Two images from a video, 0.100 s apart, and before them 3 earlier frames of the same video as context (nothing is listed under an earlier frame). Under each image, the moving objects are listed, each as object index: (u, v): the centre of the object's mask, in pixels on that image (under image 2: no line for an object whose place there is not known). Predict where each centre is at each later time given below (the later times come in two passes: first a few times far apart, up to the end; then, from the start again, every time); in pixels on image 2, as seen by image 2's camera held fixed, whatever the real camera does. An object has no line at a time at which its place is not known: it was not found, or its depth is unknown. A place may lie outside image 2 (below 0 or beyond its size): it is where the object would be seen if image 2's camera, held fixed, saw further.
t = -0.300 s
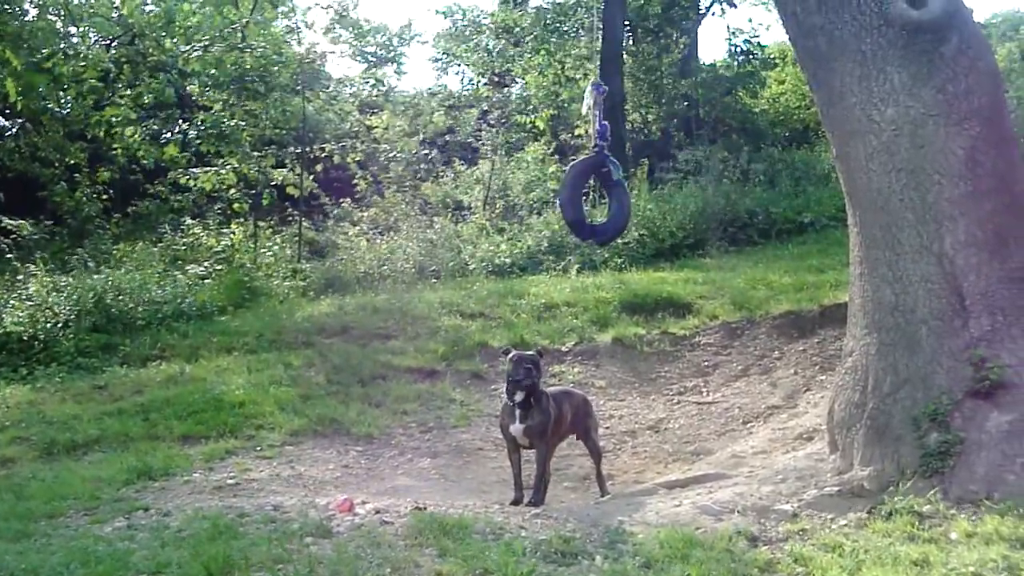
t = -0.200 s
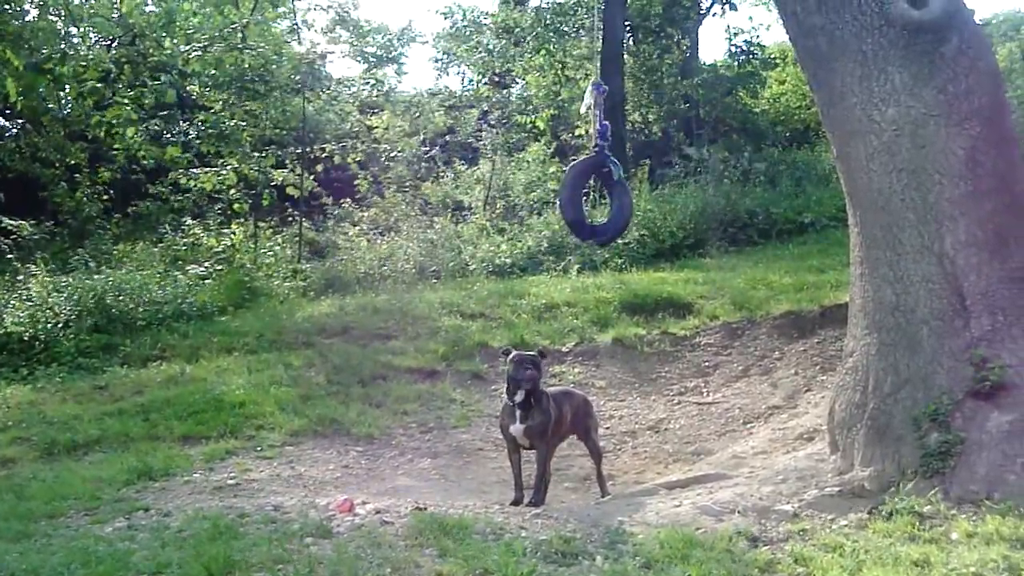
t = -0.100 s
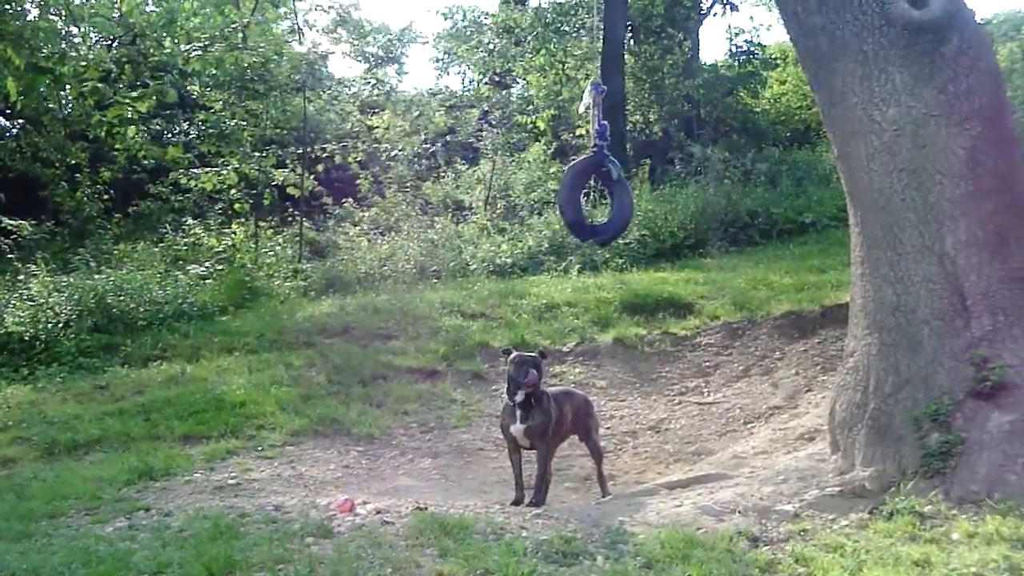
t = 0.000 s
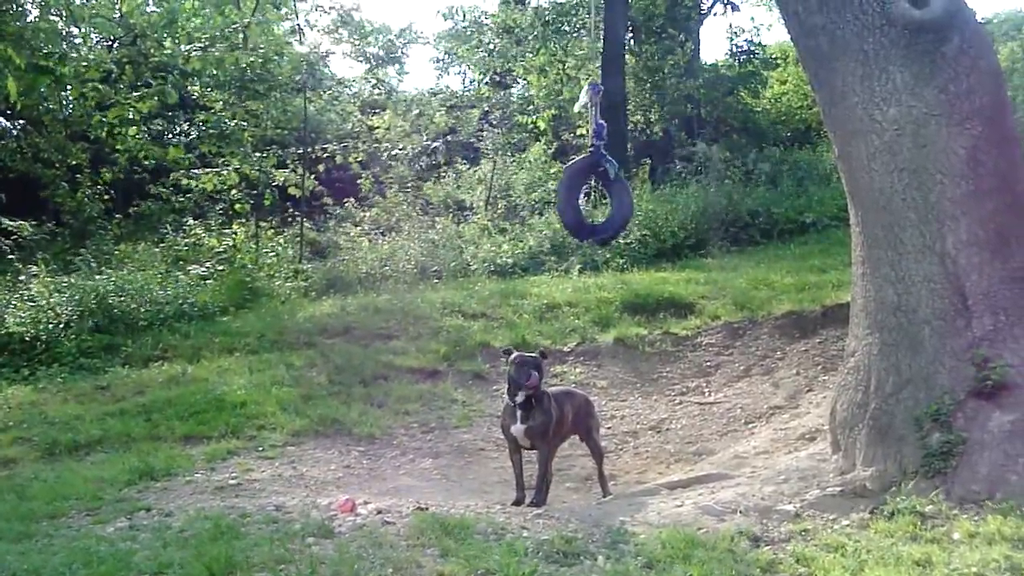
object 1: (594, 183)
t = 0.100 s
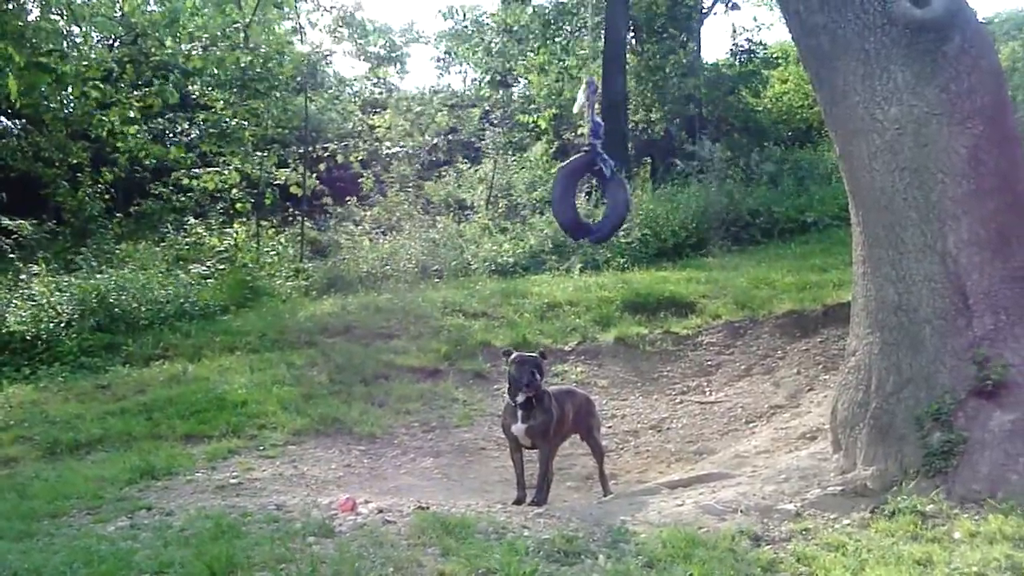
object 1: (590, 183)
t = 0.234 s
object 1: (582, 183)
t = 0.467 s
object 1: (564, 182)
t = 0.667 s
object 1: (547, 179)
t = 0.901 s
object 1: (524, 180)
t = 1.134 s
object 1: (506, 176)
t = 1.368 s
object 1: (492, 173)
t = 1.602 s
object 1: (484, 174)
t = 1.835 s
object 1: (484, 174)
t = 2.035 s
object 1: (491, 176)
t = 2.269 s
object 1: (507, 179)
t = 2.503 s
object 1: (527, 180)
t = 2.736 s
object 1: (550, 181)
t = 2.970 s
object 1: (571, 182)
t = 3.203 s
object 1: (586, 183)
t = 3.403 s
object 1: (593, 185)
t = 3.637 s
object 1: (594, 187)
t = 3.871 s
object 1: (586, 189)
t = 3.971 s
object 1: (580, 191)
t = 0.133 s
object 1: (589, 183)
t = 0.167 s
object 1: (587, 183)
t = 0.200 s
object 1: (585, 182)
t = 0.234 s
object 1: (582, 183)
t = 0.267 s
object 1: (580, 183)
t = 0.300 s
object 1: (578, 183)
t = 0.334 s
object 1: (575, 183)
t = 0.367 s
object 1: (573, 183)
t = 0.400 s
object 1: (570, 182)
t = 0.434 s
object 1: (567, 183)
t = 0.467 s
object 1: (564, 182)
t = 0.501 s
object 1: (561, 181)
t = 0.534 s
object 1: (559, 181)
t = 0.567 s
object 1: (555, 182)
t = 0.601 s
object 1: (553, 181)
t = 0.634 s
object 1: (550, 180)
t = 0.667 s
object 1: (547, 179)
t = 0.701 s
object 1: (544, 179)
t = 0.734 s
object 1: (540, 181)
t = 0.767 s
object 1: (537, 179)
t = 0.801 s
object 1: (534, 180)
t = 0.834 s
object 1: (531, 179)
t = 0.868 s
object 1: (528, 179)
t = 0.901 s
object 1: (524, 180)
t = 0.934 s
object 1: (522, 179)
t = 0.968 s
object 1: (519, 177)
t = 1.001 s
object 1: (516, 177)
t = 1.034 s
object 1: (514, 177)
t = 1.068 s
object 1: (511, 176)
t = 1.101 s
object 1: (508, 177)
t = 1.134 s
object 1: (506, 176)
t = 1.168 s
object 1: (503, 177)
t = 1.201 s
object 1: (501, 176)
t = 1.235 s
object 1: (499, 175)
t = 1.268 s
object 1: (497, 175)
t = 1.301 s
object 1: (495, 176)
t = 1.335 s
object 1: (494, 174)
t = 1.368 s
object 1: (492, 173)
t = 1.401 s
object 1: (490, 172)
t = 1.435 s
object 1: (490, 171)
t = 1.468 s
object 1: (488, 171)
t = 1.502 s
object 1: (487, 173)
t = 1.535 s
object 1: (486, 173)
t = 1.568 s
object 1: (484, 174)
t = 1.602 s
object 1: (484, 174)
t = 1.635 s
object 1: (484, 174)
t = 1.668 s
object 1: (483, 174)
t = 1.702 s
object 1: (483, 174)
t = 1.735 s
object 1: (484, 173)
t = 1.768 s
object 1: (483, 174)
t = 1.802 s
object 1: (484, 173)
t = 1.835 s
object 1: (484, 174)
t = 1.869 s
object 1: (485, 175)
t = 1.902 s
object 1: (486, 175)
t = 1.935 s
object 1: (486, 176)
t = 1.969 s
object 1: (487, 175)
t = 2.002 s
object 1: (489, 176)
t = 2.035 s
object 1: (491, 176)
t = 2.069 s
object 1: (492, 177)
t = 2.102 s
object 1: (494, 178)
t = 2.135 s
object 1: (496, 178)
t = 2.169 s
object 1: (499, 178)
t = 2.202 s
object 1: (502, 178)
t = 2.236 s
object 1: (504, 178)
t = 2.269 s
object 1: (507, 179)
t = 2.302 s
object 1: (509, 179)
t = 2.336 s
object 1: (512, 179)
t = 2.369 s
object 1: (515, 179)
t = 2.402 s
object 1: (518, 179)
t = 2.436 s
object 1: (521, 178)
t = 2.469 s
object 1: (524, 179)
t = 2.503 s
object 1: (527, 180)
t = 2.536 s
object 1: (531, 180)
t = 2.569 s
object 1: (534, 180)
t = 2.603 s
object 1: (537, 180)
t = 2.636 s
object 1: (541, 180)
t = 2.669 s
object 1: (544, 181)
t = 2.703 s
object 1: (547, 181)
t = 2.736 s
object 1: (550, 181)
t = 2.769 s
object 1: (553, 182)
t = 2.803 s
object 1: (556, 182)
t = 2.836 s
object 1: (560, 182)
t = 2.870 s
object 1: (562, 182)
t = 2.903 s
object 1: (565, 182)
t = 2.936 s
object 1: (568, 182)
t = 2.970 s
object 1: (571, 182)
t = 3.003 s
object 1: (574, 182)
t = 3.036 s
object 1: (576, 183)
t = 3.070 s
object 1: (578, 183)
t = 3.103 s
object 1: (580, 183)
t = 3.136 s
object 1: (582, 183)
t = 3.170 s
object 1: (584, 183)
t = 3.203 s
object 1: (586, 183)
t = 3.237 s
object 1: (587, 184)
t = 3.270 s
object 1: (588, 185)
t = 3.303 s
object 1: (589, 185)
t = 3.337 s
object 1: (591, 185)
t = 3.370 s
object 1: (592, 185)
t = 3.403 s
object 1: (593, 185)
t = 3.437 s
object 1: (593, 185)
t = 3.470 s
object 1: (594, 186)
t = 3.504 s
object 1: (594, 186)
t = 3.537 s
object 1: (594, 186)
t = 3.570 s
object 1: (594, 186)
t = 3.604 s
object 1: (594, 187)
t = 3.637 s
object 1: (594, 187)
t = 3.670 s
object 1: (593, 187)
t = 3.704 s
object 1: (593, 188)
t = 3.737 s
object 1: (592, 189)
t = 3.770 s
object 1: (591, 189)
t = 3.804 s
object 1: (590, 189)
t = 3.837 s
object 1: (588, 190)
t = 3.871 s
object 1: (586, 189)
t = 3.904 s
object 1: (584, 190)
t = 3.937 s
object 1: (583, 190)
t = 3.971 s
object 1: (580, 191)
